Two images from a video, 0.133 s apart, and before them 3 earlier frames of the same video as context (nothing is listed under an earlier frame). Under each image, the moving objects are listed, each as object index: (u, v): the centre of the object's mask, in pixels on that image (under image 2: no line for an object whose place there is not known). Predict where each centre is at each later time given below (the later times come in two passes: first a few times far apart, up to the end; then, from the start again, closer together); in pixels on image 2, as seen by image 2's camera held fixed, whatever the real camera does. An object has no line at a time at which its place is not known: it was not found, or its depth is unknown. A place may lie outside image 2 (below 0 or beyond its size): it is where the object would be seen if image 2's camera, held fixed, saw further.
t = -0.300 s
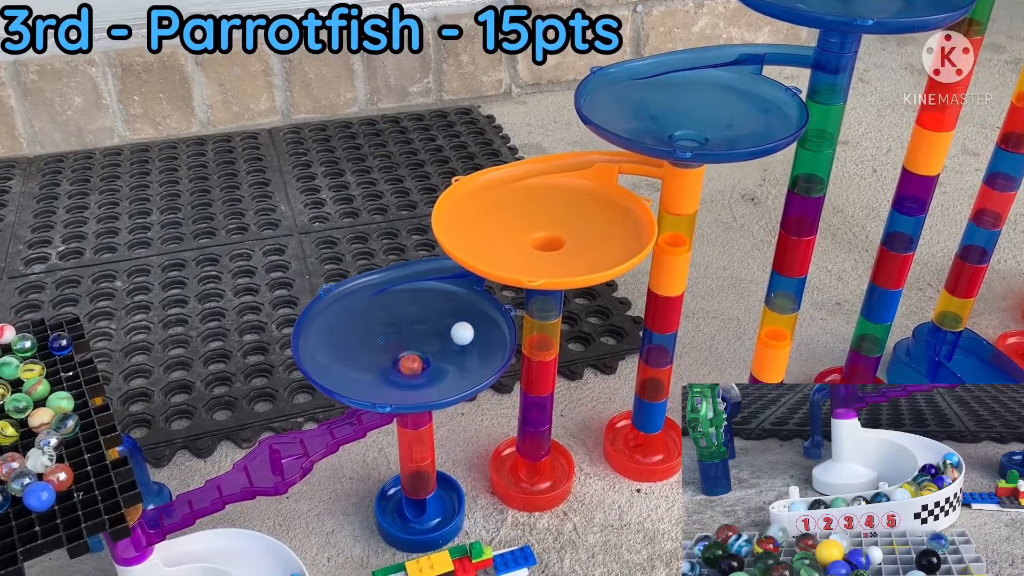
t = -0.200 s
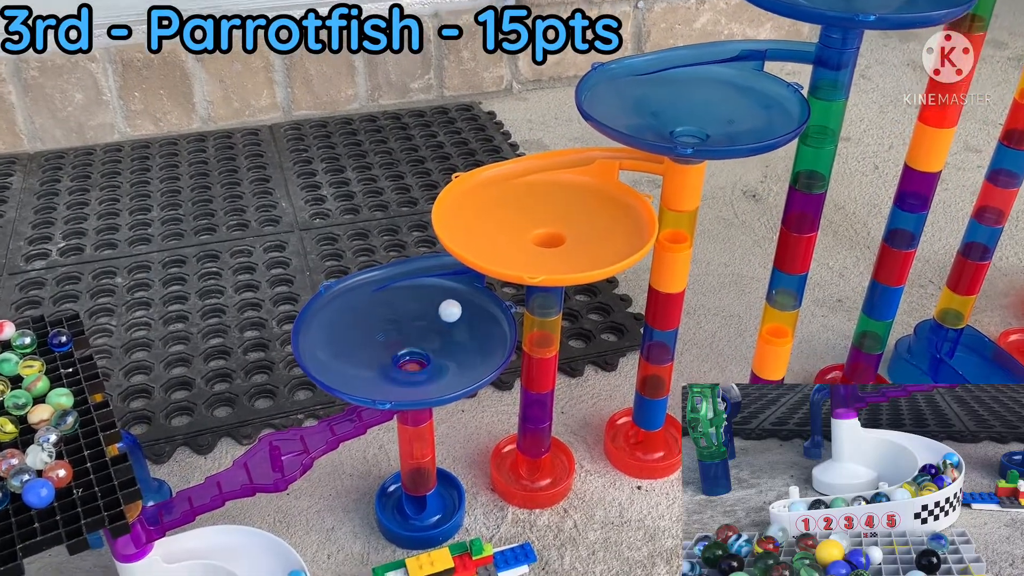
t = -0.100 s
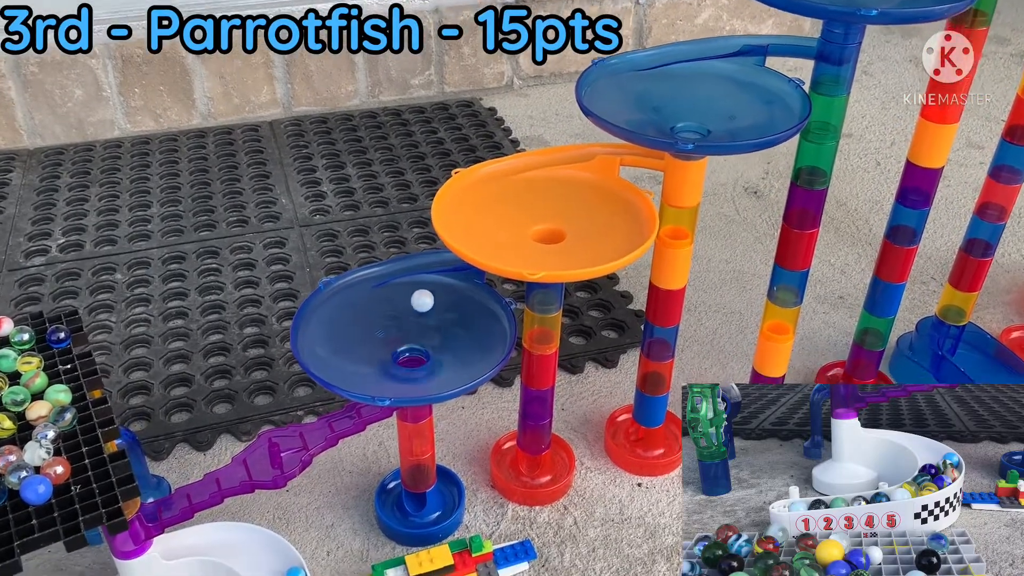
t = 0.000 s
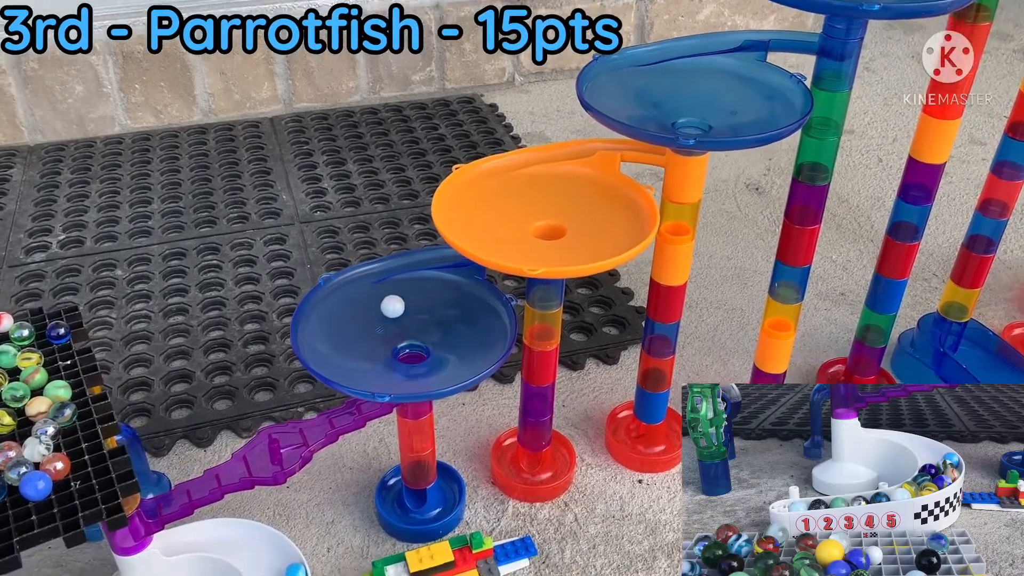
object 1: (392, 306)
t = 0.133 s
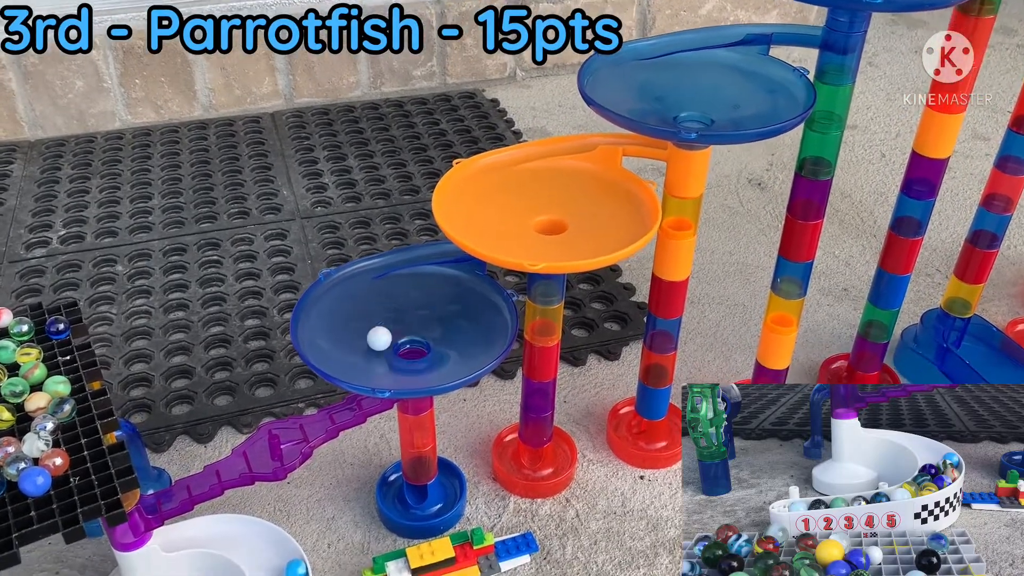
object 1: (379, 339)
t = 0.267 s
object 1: (424, 355)
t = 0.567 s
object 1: (442, 309)
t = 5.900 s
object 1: (433, 331)
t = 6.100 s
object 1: (393, 339)
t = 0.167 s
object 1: (386, 347)
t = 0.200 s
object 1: (397, 353)
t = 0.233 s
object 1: (410, 355)
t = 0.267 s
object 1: (424, 355)
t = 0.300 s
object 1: (437, 353)
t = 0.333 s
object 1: (447, 349)
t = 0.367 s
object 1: (456, 344)
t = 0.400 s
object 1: (461, 337)
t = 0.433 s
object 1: (463, 331)
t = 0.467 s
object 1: (462, 324)
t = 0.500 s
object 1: (458, 318)
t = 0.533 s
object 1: (451, 313)
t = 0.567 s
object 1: (442, 309)
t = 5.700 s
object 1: (397, 342)
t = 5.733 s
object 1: (405, 347)
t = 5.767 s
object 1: (415, 347)
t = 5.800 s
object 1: (424, 345)
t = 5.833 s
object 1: (431, 340)
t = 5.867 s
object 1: (434, 336)
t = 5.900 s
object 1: (433, 331)
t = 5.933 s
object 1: (429, 328)
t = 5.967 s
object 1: (421, 326)
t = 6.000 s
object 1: (412, 326)
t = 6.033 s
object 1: (403, 329)
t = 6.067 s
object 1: (396, 333)
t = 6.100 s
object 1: (393, 339)
